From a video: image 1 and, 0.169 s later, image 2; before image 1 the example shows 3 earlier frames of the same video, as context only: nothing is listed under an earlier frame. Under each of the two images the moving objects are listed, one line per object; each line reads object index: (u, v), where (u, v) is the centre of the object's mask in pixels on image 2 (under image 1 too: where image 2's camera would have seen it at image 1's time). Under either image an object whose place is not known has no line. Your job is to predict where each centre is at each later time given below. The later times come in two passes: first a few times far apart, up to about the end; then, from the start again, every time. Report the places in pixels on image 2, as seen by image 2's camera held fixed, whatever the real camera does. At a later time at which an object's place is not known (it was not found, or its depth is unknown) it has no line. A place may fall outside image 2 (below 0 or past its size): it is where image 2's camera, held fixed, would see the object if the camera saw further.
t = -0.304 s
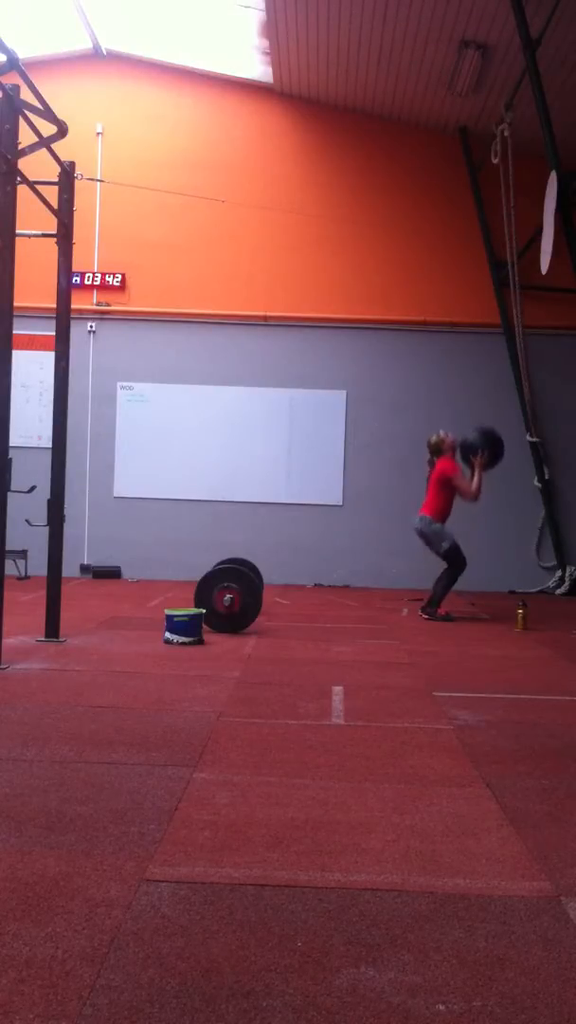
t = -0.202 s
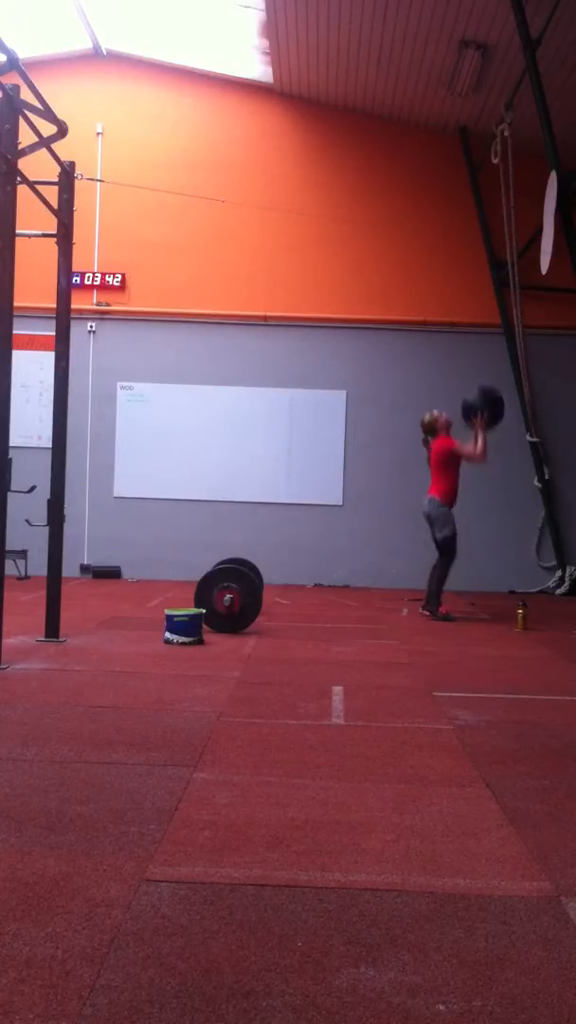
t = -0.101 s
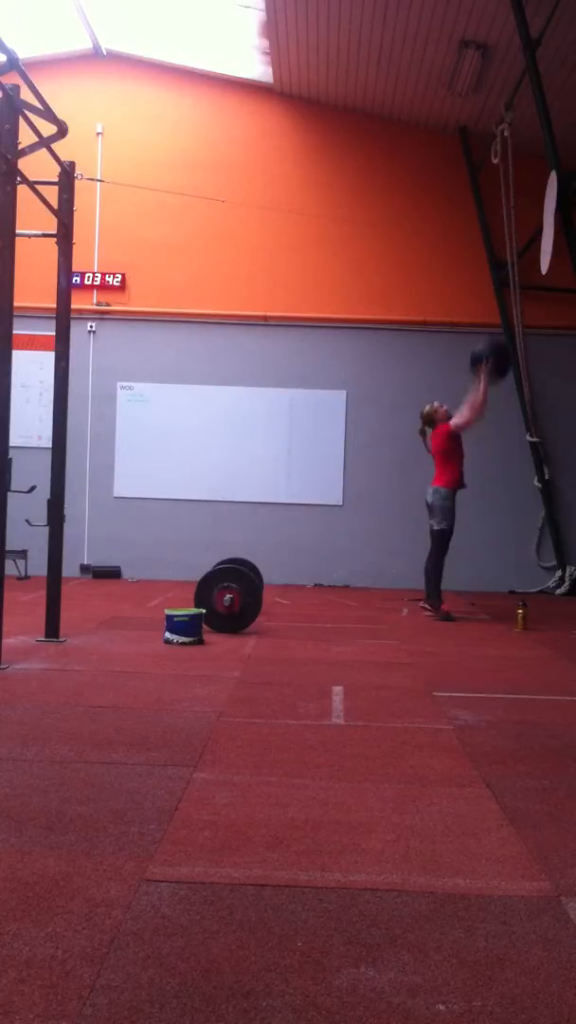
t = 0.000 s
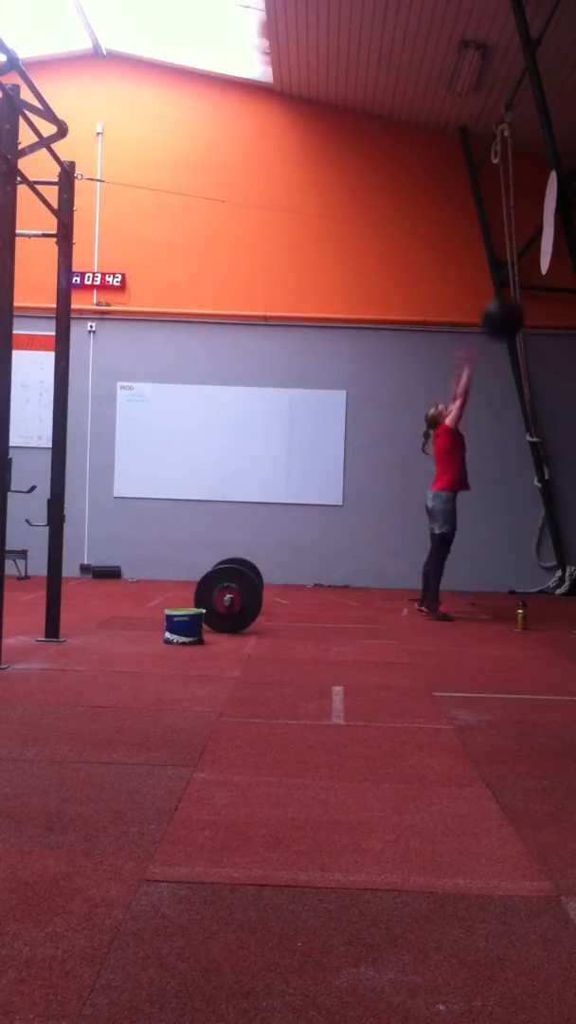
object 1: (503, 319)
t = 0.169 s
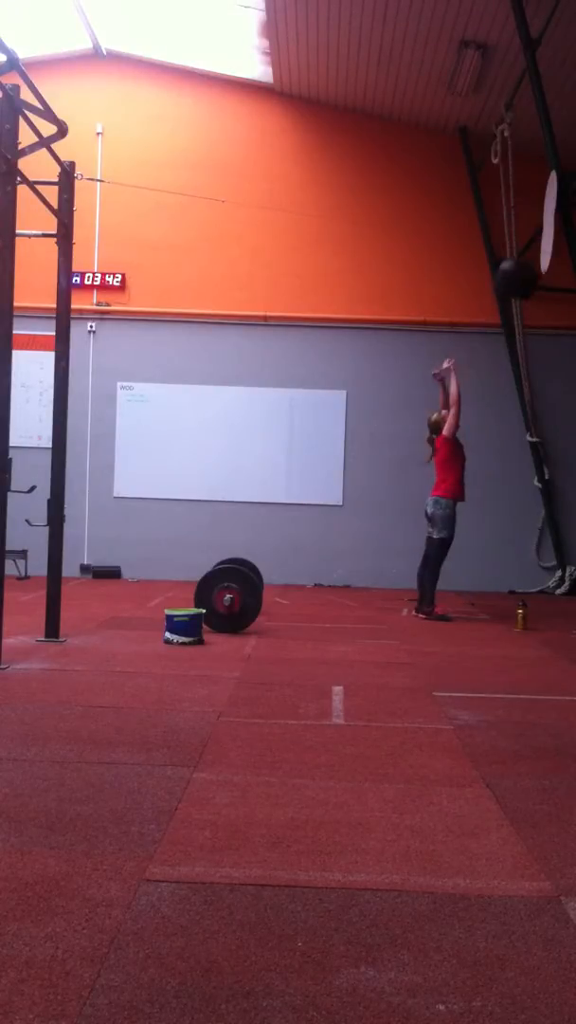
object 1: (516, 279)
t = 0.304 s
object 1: (524, 270)
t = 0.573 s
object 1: (509, 317)
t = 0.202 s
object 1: (522, 274)
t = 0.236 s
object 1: (525, 271)
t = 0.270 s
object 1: (525, 270)
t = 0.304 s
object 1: (524, 270)
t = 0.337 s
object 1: (523, 271)
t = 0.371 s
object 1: (521, 273)
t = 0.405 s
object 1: (519, 277)
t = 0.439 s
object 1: (517, 281)
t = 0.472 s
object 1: (515, 287)
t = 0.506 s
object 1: (513, 296)
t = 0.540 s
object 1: (512, 305)
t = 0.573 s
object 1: (509, 317)
